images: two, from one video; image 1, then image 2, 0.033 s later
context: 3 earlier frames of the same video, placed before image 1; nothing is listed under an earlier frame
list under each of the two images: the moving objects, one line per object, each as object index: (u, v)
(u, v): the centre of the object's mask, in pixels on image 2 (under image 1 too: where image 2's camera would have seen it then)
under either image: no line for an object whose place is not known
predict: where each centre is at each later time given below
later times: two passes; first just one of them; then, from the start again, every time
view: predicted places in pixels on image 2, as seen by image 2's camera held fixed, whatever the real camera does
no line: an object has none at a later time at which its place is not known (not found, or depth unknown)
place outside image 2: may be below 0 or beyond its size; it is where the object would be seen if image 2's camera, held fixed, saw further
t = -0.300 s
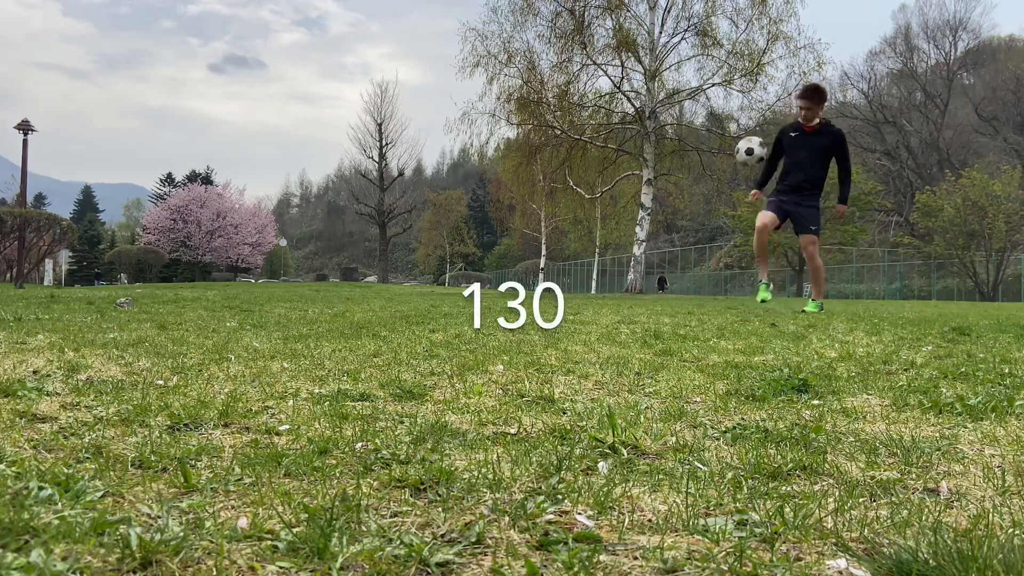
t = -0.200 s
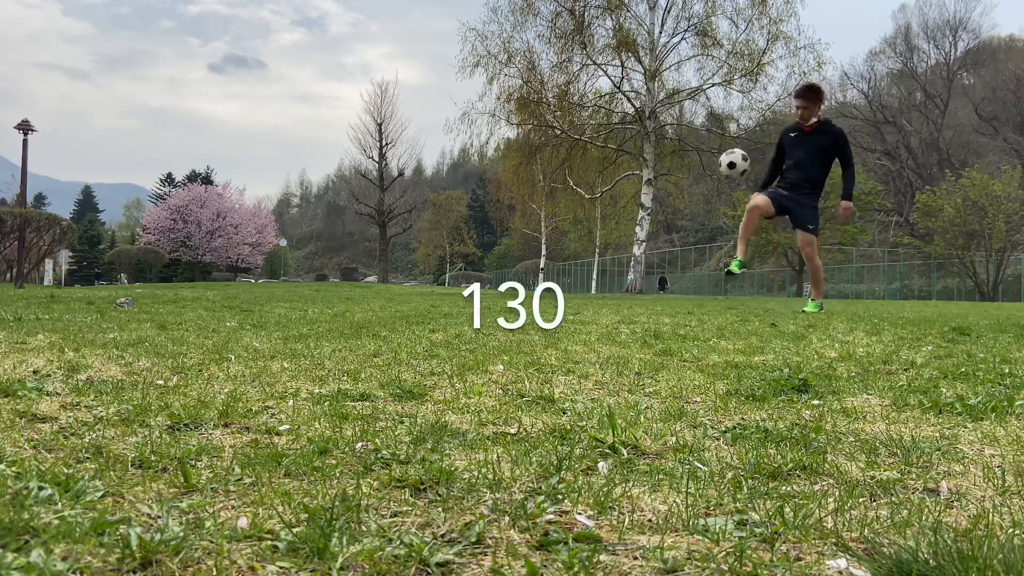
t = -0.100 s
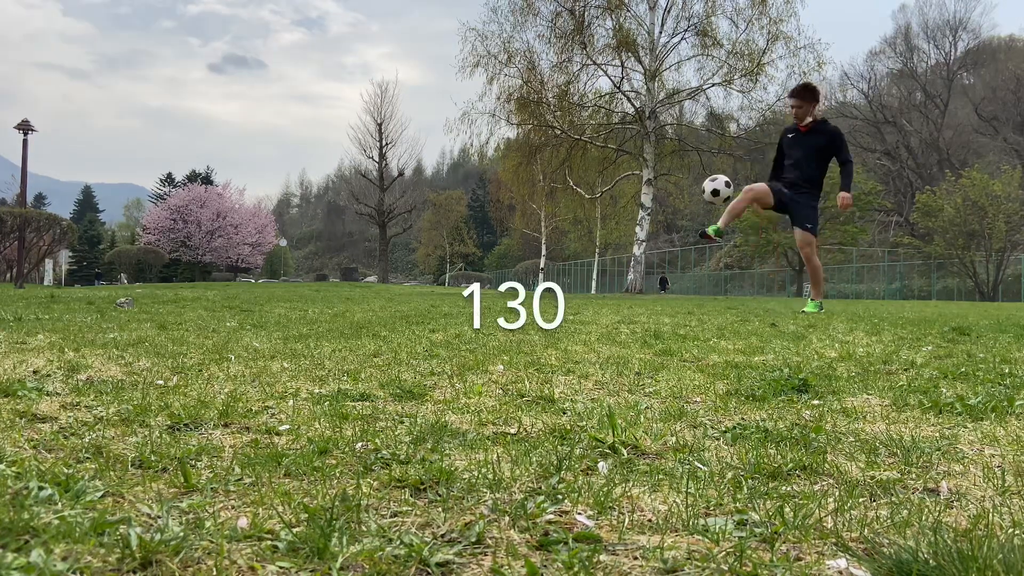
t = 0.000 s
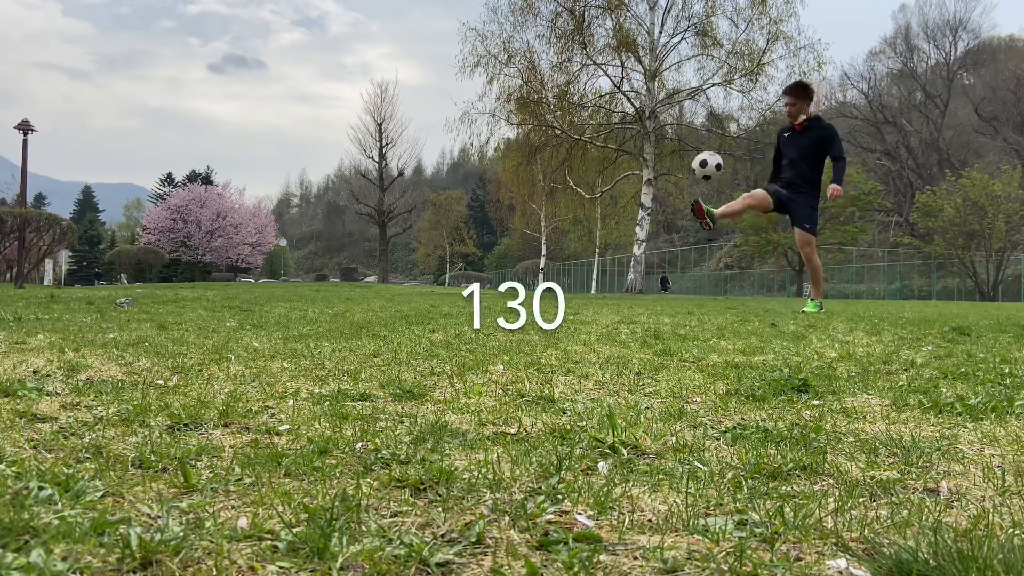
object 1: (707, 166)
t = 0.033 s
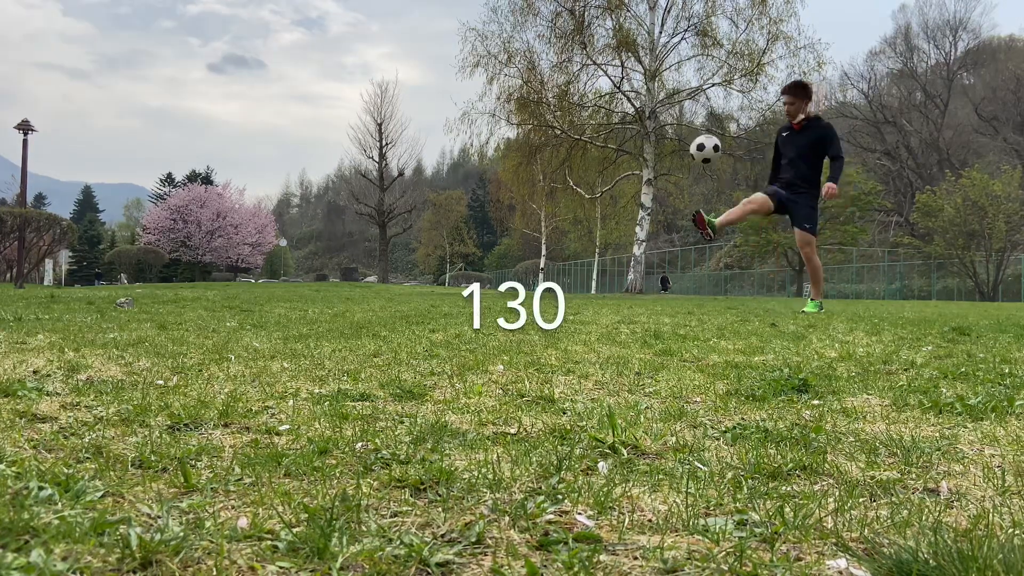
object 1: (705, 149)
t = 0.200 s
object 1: (695, 89)
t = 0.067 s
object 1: (703, 134)
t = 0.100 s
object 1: (701, 120)
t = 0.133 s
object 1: (699, 109)
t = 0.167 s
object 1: (697, 98)
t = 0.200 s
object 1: (695, 89)
